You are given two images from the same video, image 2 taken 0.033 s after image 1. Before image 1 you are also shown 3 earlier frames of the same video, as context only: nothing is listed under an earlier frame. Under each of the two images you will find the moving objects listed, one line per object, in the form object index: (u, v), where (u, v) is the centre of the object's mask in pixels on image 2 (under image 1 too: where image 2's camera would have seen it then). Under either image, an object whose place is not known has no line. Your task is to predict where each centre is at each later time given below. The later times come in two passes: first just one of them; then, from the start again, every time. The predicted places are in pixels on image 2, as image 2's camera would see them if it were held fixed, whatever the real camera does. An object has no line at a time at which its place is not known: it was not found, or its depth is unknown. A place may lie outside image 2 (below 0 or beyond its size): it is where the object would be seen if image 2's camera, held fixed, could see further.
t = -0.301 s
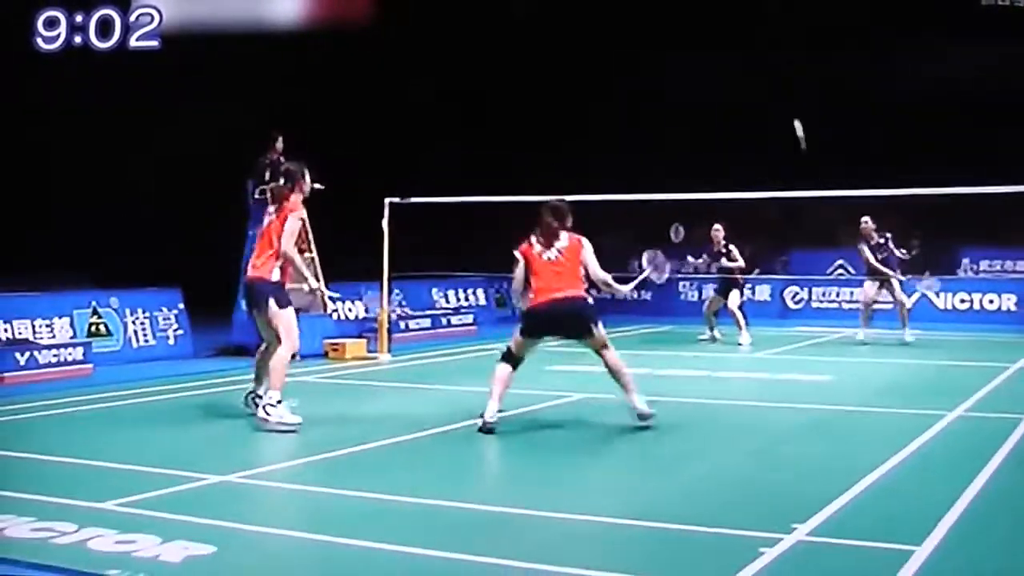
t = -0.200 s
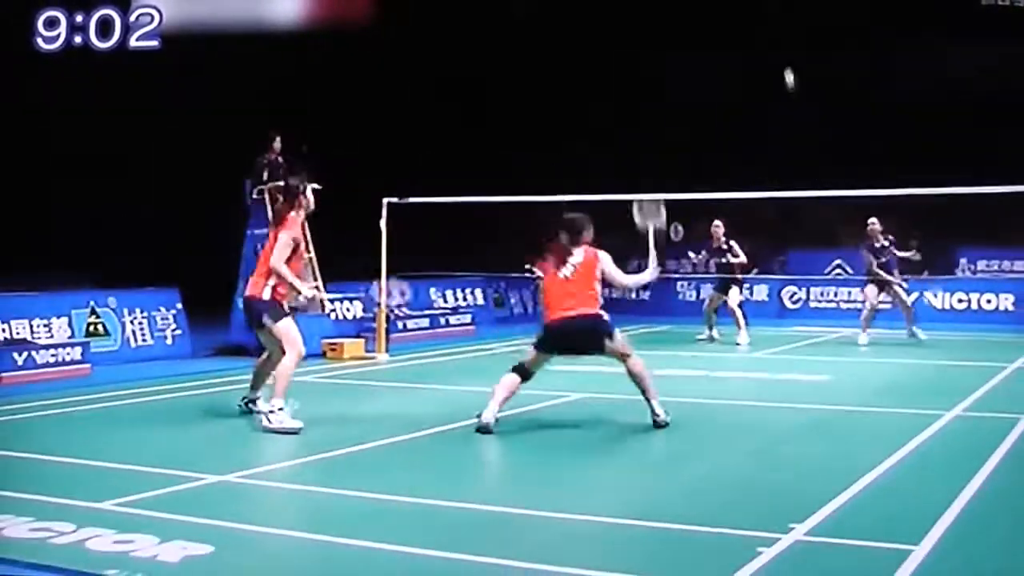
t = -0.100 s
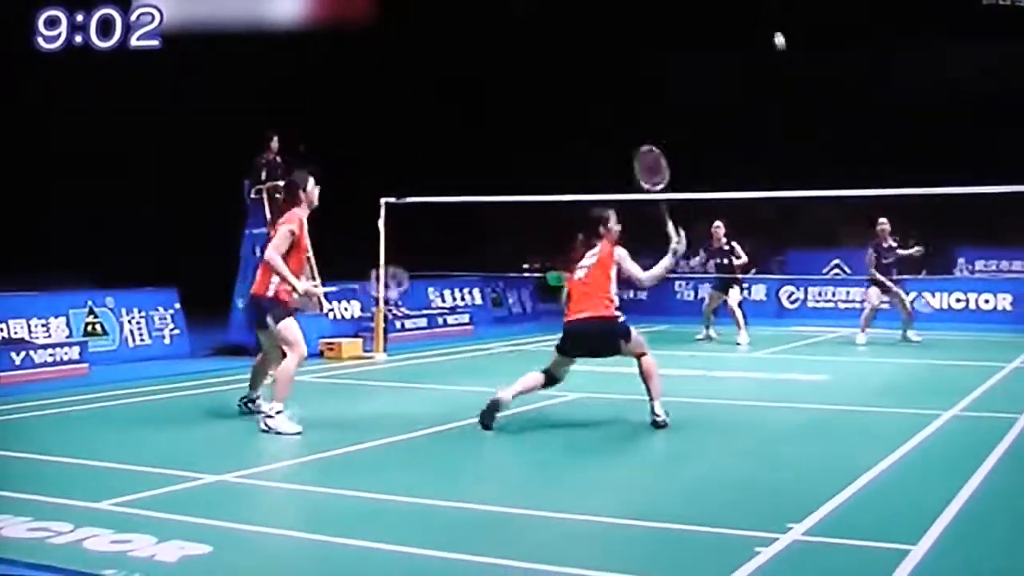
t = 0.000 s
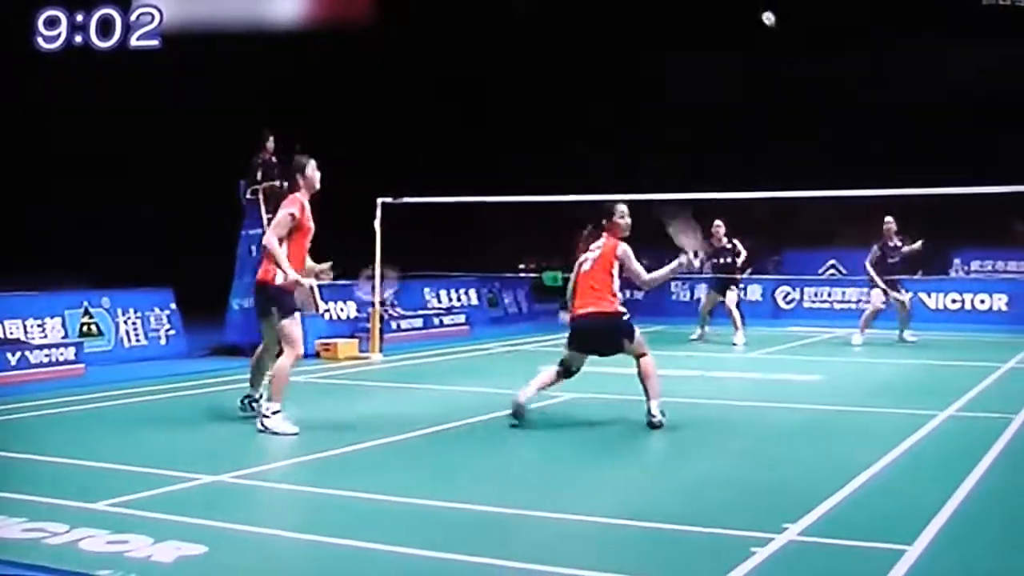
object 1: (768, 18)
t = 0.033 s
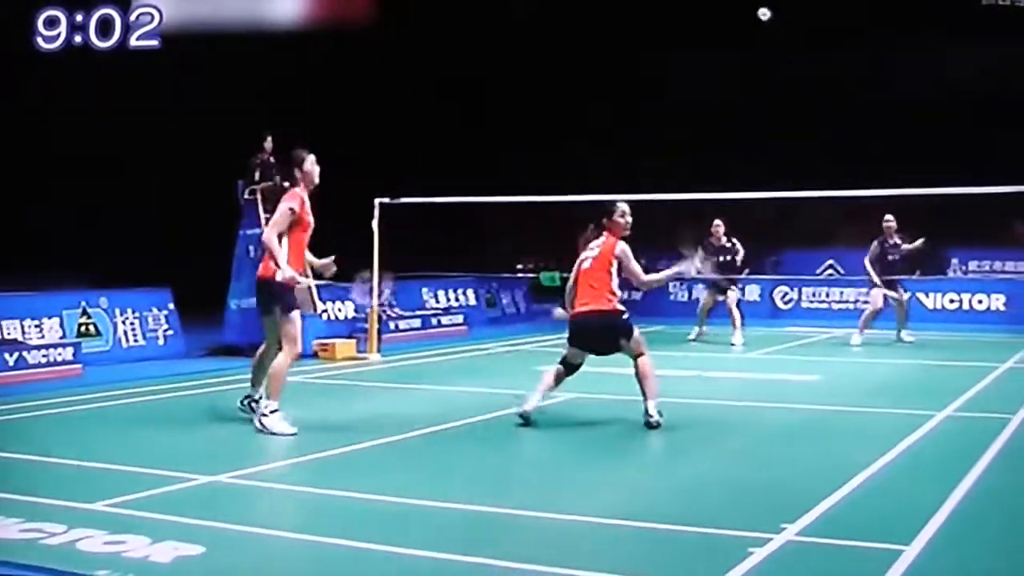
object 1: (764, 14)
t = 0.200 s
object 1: (744, 17)
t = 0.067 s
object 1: (760, 11)
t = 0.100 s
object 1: (757, 10)
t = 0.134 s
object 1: (752, 10)
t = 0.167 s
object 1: (748, 13)
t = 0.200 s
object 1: (744, 17)
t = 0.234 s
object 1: (738, 24)
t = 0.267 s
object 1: (732, 34)
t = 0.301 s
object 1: (726, 46)
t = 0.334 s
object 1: (719, 60)
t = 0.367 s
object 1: (713, 75)
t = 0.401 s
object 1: (706, 93)
